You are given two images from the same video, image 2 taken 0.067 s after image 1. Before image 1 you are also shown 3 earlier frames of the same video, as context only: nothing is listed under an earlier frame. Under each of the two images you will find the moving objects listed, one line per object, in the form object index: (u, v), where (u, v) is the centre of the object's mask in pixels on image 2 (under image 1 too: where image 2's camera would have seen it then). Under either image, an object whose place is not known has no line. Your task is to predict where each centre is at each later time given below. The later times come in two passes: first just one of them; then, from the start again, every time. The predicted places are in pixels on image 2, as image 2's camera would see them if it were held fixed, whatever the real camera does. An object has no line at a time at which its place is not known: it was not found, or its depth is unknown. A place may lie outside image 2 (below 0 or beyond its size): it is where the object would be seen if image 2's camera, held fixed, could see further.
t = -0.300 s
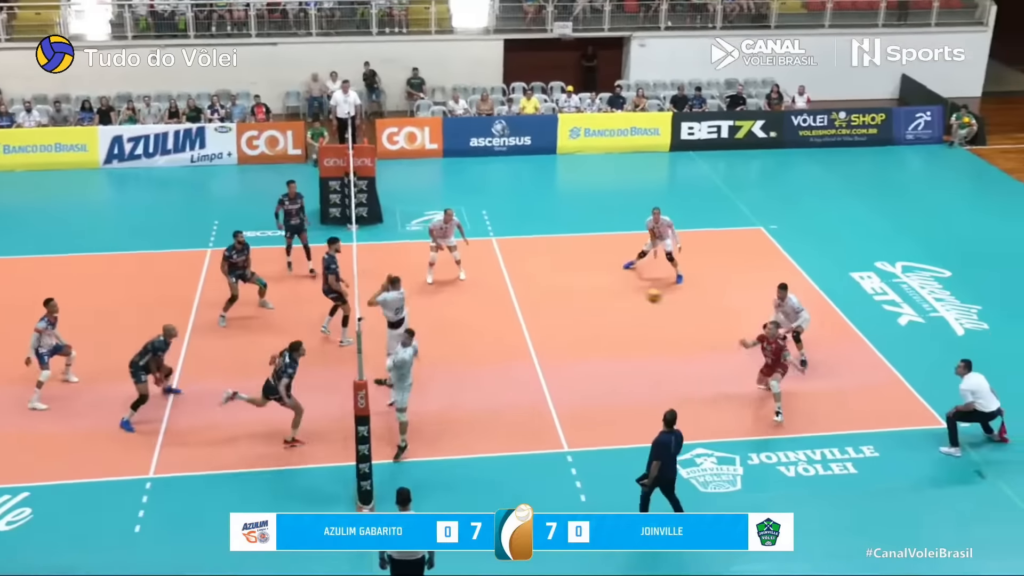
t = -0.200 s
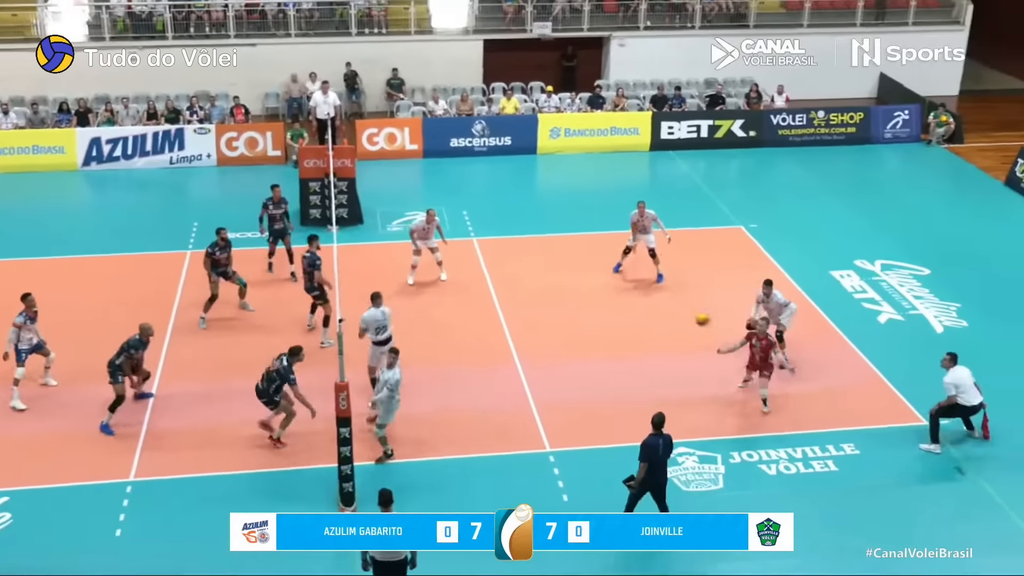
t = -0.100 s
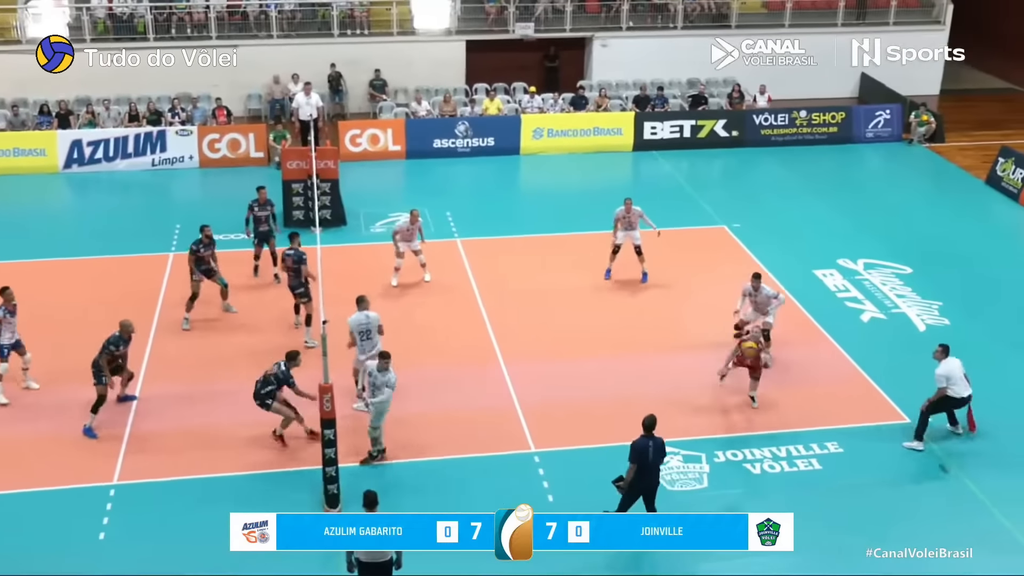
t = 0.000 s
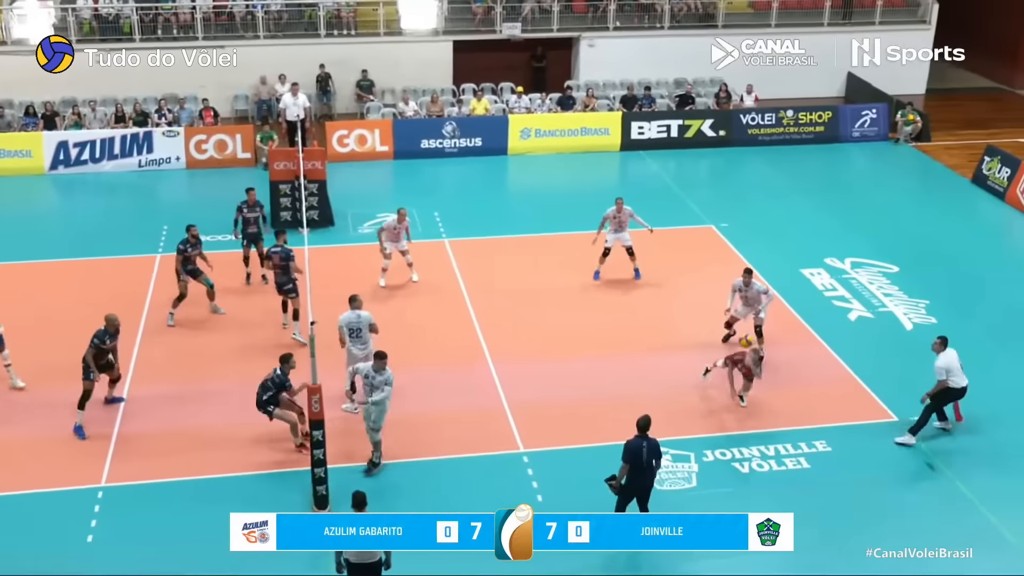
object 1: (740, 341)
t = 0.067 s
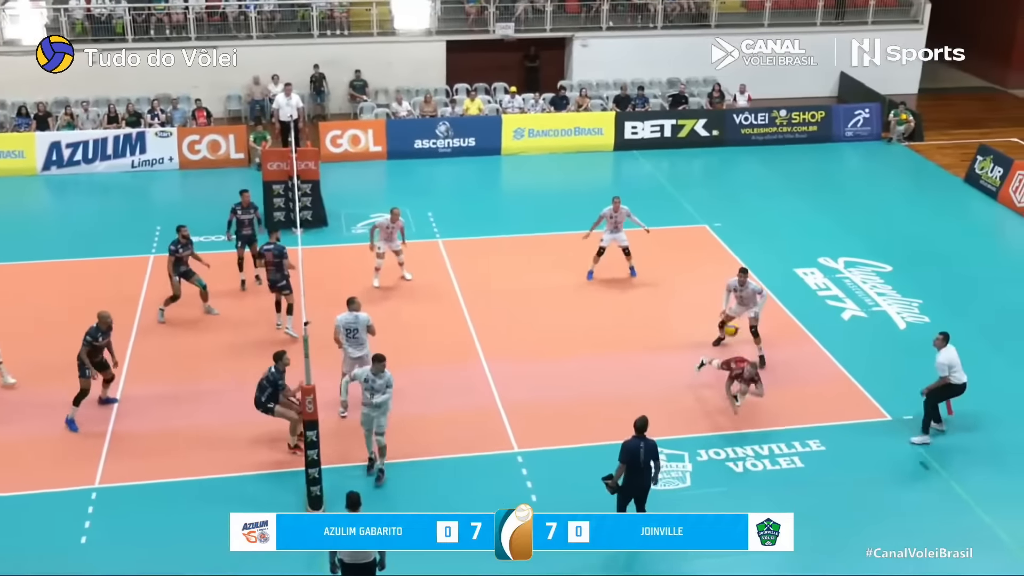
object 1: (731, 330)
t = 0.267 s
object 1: (705, 312)
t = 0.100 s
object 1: (727, 326)
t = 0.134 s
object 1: (724, 320)
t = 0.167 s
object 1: (719, 318)
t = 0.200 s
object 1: (714, 315)
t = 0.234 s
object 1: (709, 314)
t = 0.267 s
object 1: (705, 312)
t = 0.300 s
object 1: (701, 312)
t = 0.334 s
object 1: (696, 312)
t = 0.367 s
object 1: (691, 313)
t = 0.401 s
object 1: (687, 314)
